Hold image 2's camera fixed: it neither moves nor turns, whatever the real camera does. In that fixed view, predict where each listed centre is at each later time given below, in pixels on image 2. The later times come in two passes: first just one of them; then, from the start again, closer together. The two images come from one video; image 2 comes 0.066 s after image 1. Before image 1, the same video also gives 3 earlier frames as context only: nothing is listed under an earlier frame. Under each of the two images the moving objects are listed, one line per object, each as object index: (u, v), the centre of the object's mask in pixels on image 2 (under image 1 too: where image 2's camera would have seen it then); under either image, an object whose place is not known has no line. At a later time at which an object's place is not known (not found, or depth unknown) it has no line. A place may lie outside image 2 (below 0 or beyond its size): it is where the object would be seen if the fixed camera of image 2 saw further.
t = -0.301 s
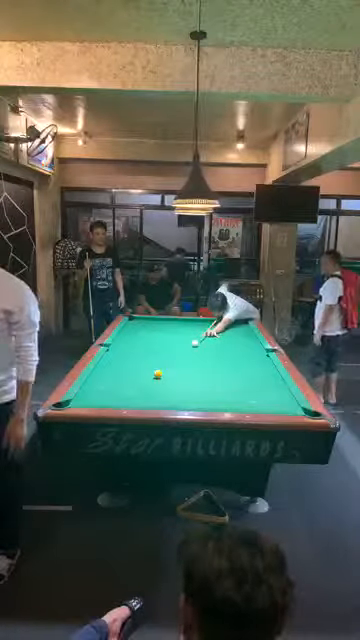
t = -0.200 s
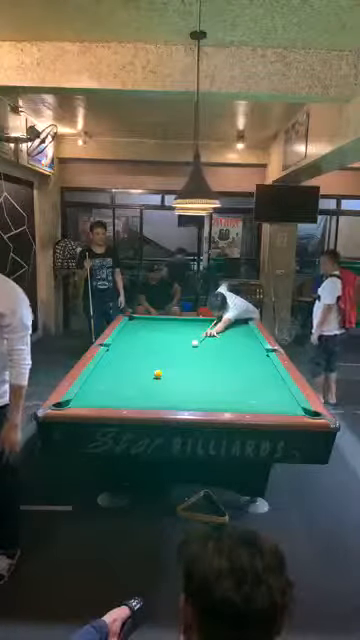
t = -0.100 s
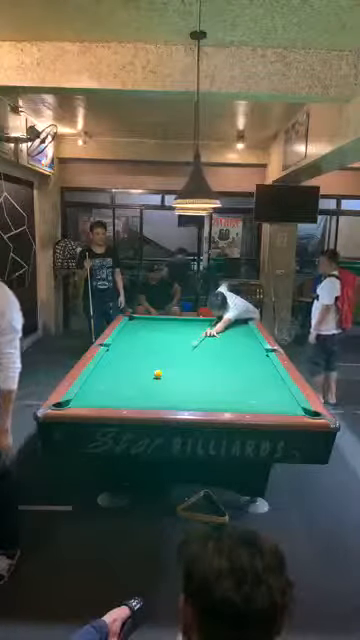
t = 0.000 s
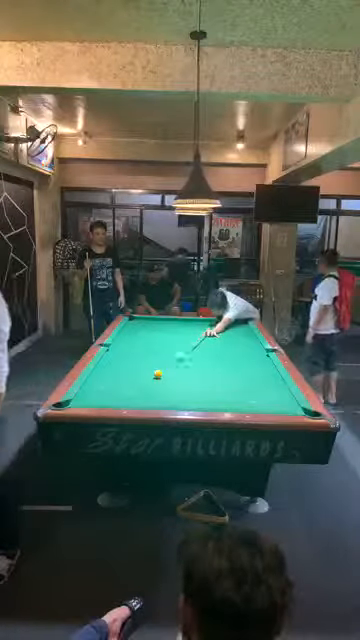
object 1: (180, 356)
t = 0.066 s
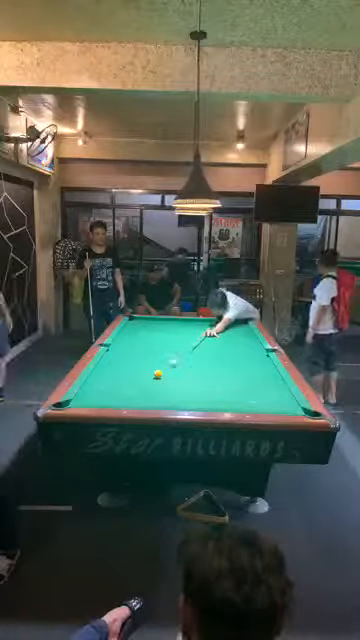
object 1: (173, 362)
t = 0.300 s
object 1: (177, 378)
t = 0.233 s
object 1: (171, 375)
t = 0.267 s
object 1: (174, 377)
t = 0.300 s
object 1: (177, 378)
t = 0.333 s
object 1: (179, 378)
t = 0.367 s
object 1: (182, 380)
